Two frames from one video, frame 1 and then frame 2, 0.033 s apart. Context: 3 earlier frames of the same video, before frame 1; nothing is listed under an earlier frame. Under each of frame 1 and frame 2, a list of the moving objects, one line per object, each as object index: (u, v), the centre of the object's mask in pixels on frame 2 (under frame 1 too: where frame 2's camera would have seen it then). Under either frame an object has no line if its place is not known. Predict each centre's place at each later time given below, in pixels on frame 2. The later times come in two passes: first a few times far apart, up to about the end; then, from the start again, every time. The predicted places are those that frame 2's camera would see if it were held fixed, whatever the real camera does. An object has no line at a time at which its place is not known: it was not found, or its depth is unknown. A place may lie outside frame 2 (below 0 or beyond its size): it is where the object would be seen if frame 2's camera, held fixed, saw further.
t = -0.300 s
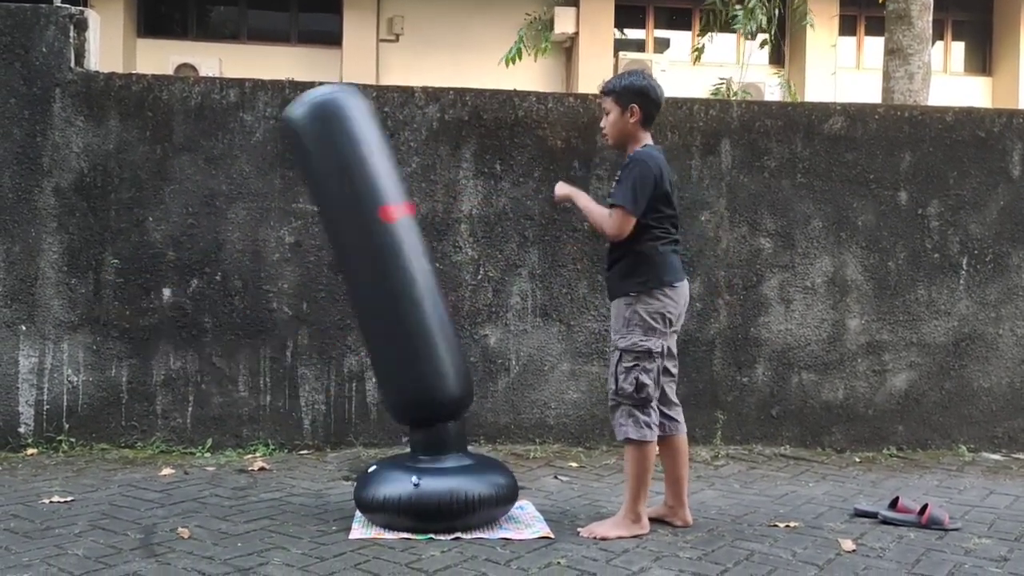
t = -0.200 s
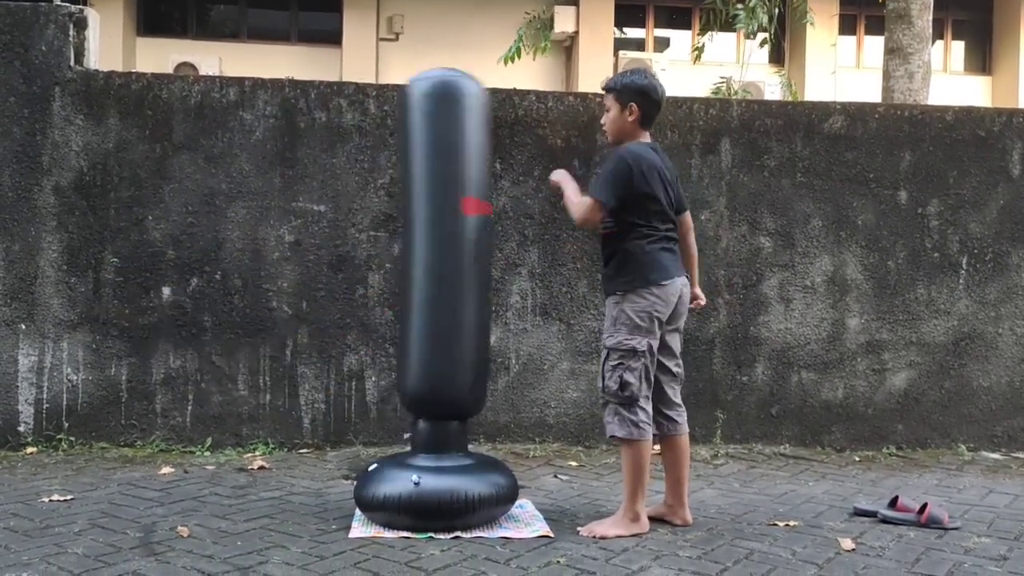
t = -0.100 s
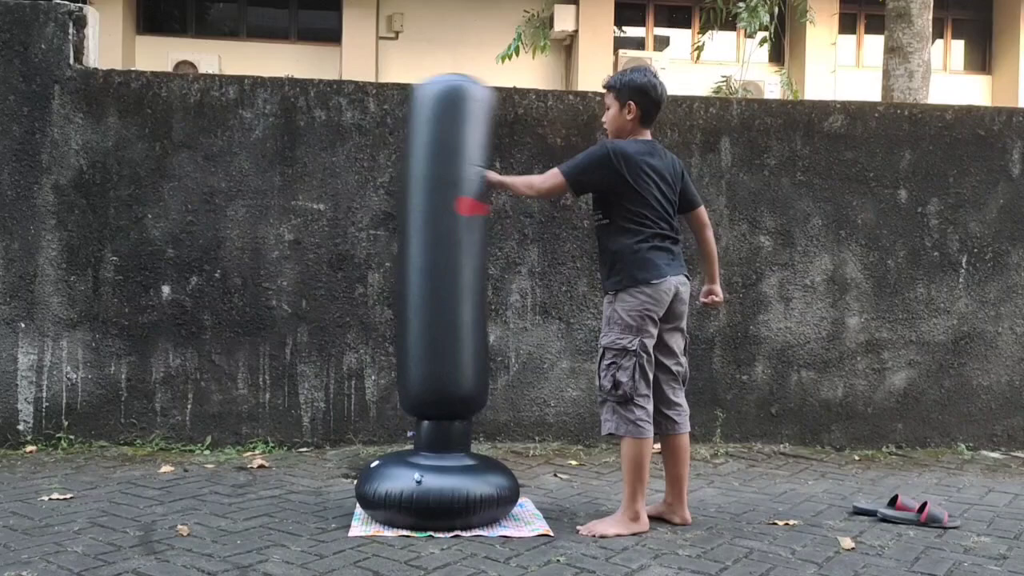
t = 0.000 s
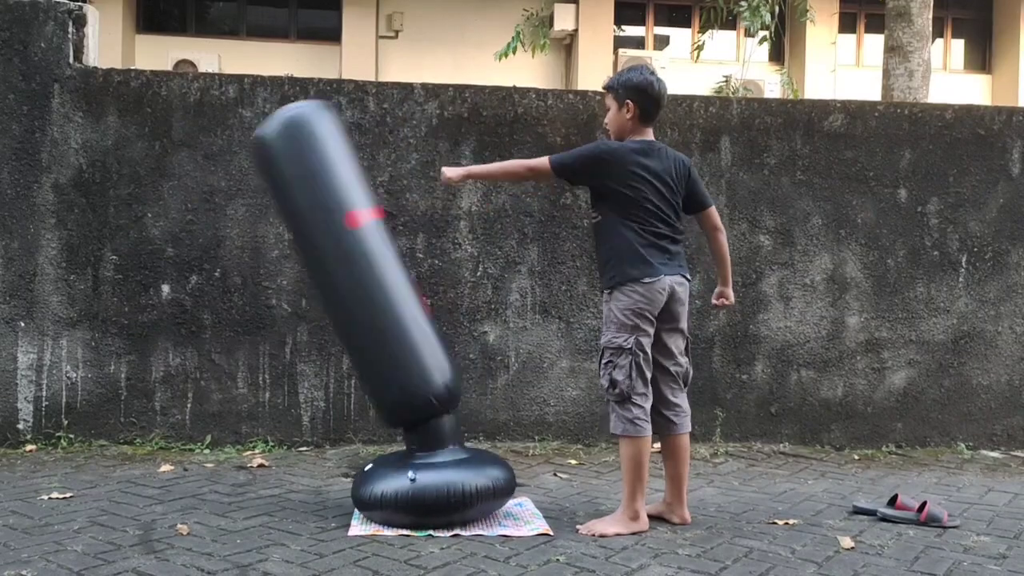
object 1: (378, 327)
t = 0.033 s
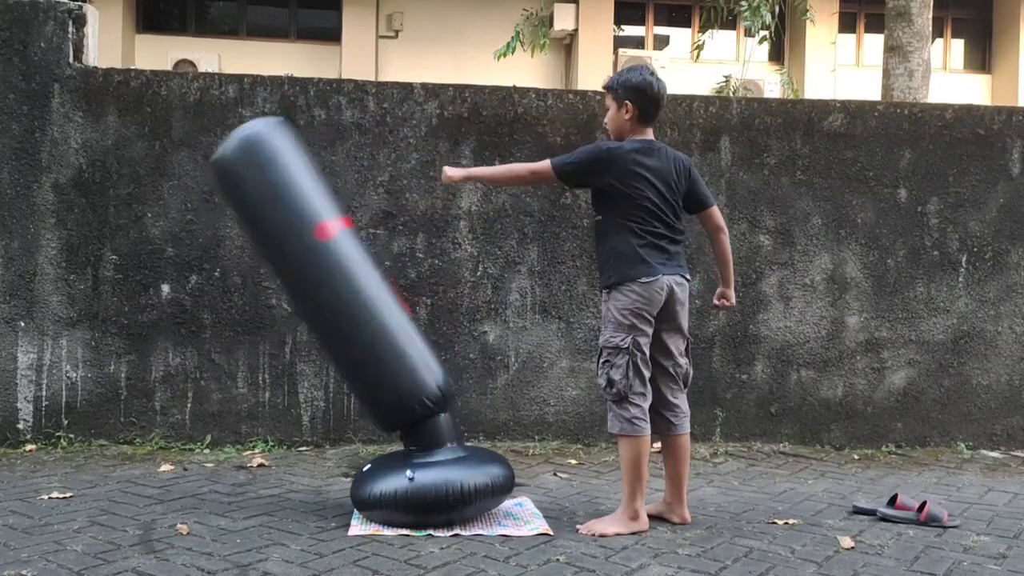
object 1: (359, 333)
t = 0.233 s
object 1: (310, 382)
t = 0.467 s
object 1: (333, 352)
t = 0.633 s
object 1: (396, 316)
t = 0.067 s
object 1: (345, 343)
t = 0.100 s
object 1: (333, 352)
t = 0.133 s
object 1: (324, 362)
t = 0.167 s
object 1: (317, 370)
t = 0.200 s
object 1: (312, 377)
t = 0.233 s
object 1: (310, 382)
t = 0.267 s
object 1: (309, 384)
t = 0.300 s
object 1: (309, 384)
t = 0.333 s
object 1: (311, 381)
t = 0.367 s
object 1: (314, 376)
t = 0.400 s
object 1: (319, 369)
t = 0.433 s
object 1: (324, 360)
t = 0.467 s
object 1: (333, 352)
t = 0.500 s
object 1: (343, 343)
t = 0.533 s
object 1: (355, 335)
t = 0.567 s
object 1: (368, 327)
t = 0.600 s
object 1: (381, 320)
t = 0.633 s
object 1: (396, 316)
